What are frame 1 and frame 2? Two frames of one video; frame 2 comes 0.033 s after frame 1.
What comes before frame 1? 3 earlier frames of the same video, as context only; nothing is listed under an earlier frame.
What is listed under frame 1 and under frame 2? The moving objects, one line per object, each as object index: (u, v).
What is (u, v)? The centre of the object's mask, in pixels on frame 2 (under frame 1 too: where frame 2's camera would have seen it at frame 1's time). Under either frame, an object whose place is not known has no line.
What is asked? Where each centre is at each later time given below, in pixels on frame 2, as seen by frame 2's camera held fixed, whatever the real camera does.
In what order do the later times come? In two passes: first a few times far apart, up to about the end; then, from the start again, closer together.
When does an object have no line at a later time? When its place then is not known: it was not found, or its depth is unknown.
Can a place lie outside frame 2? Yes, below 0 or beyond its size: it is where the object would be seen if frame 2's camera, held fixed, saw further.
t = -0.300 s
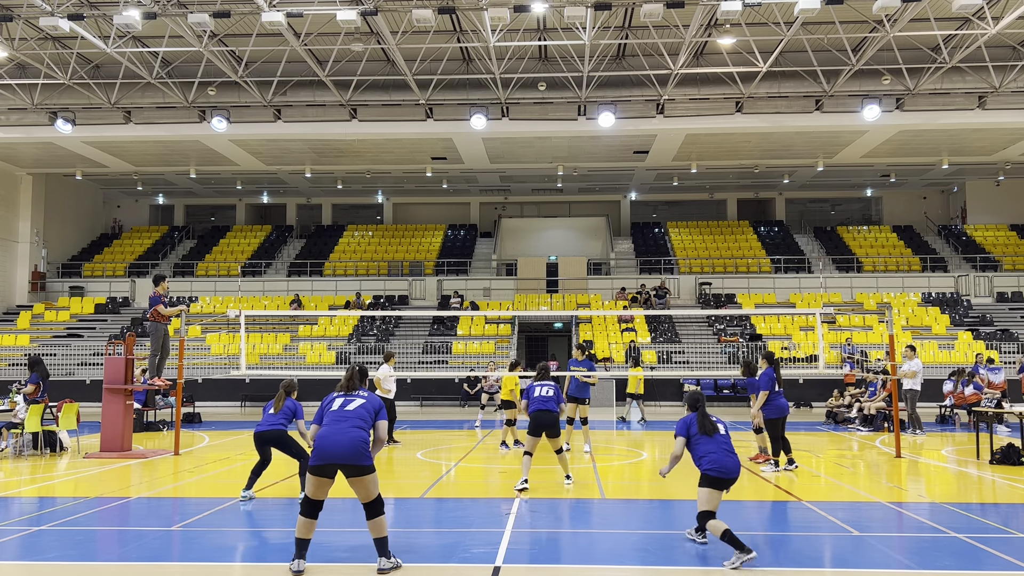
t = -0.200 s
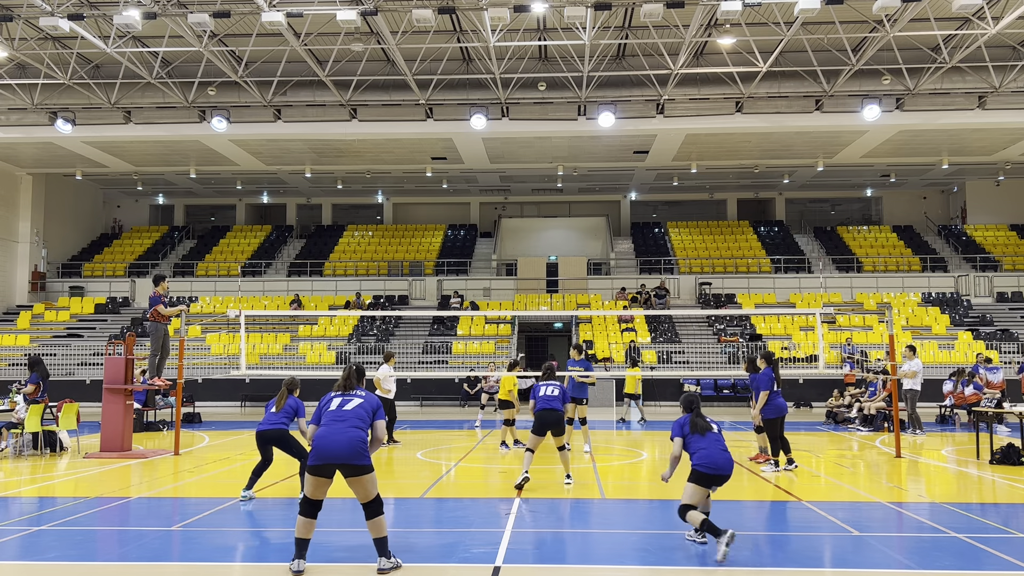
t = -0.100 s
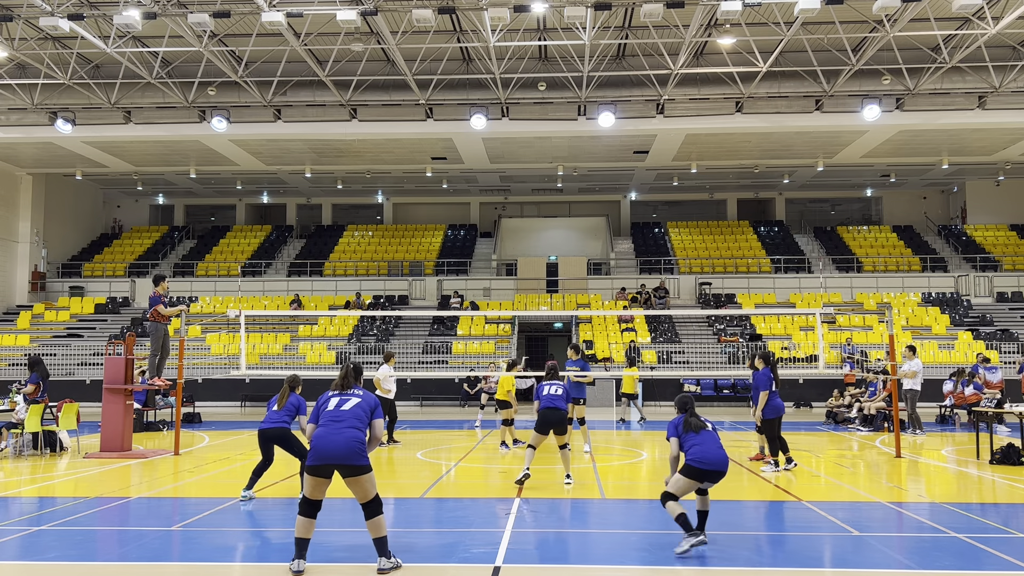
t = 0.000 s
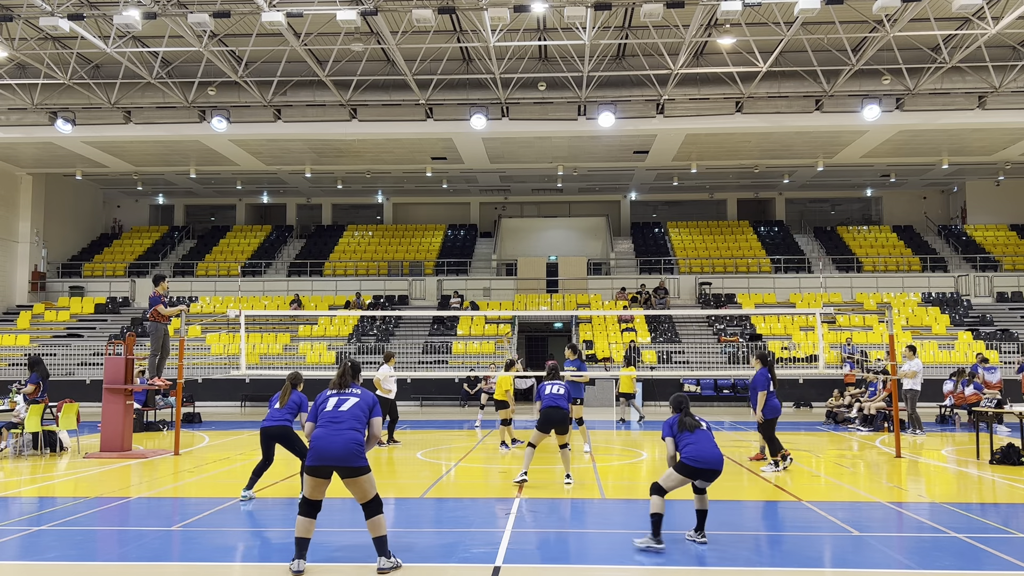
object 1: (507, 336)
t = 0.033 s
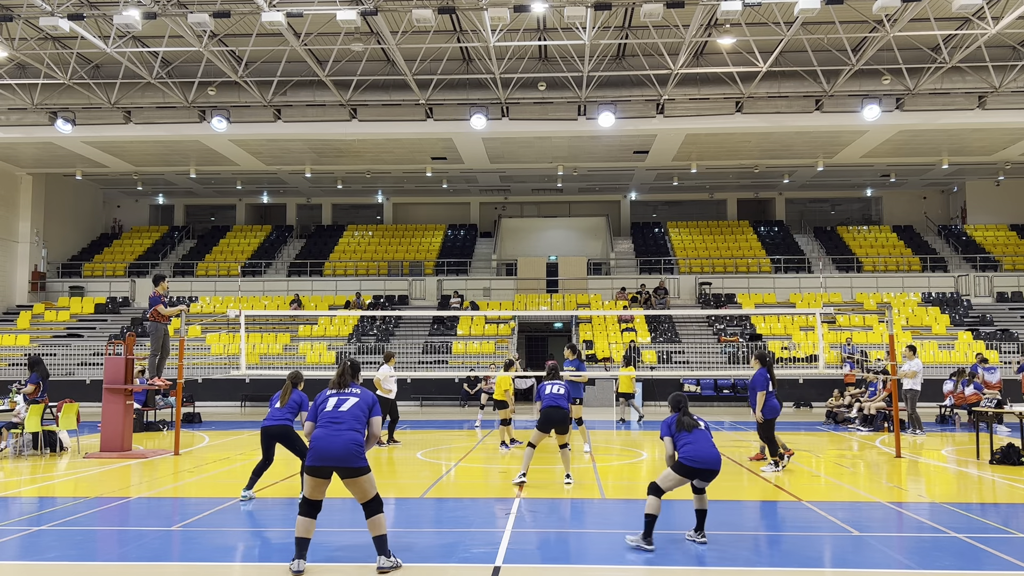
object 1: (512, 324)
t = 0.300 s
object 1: (550, 266)
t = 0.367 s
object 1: (562, 255)
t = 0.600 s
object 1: (617, 230)
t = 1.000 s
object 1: (781, 271)
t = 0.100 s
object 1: (519, 307)
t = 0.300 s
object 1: (550, 266)
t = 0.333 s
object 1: (556, 261)
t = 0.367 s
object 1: (562, 255)
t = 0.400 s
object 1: (569, 250)
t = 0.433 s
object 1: (576, 245)
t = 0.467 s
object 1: (583, 241)
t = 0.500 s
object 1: (591, 238)
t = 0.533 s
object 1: (599, 234)
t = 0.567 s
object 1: (608, 232)
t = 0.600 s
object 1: (617, 230)
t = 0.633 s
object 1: (627, 228)
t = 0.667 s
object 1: (637, 227)
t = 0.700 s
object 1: (648, 227)
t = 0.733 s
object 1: (659, 228)
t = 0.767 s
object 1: (671, 229)
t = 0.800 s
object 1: (685, 232)
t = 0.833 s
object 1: (698, 235)
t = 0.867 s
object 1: (713, 240)
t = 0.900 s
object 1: (728, 244)
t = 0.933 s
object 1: (744, 253)
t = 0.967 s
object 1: (763, 262)
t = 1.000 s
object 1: (781, 271)
